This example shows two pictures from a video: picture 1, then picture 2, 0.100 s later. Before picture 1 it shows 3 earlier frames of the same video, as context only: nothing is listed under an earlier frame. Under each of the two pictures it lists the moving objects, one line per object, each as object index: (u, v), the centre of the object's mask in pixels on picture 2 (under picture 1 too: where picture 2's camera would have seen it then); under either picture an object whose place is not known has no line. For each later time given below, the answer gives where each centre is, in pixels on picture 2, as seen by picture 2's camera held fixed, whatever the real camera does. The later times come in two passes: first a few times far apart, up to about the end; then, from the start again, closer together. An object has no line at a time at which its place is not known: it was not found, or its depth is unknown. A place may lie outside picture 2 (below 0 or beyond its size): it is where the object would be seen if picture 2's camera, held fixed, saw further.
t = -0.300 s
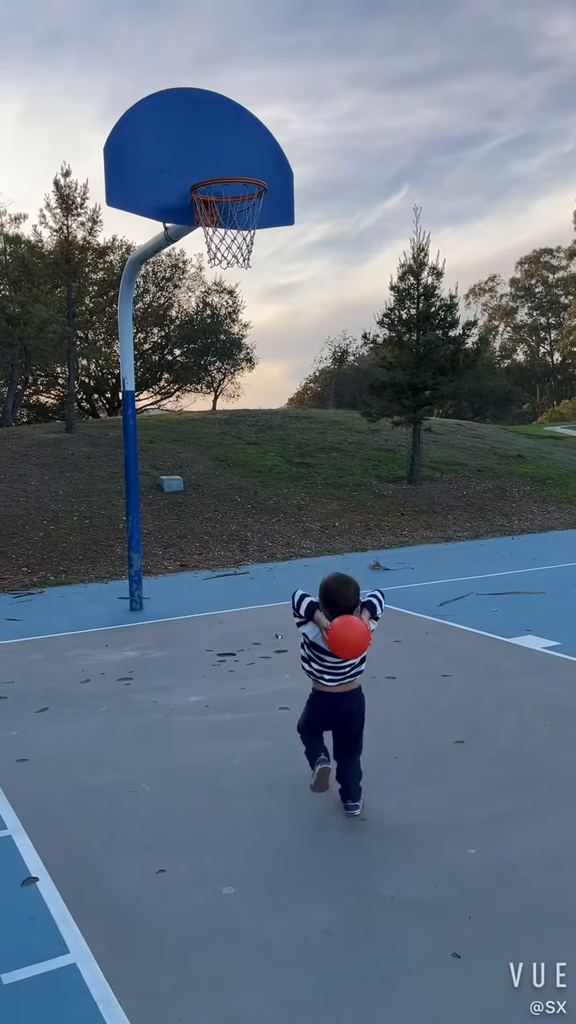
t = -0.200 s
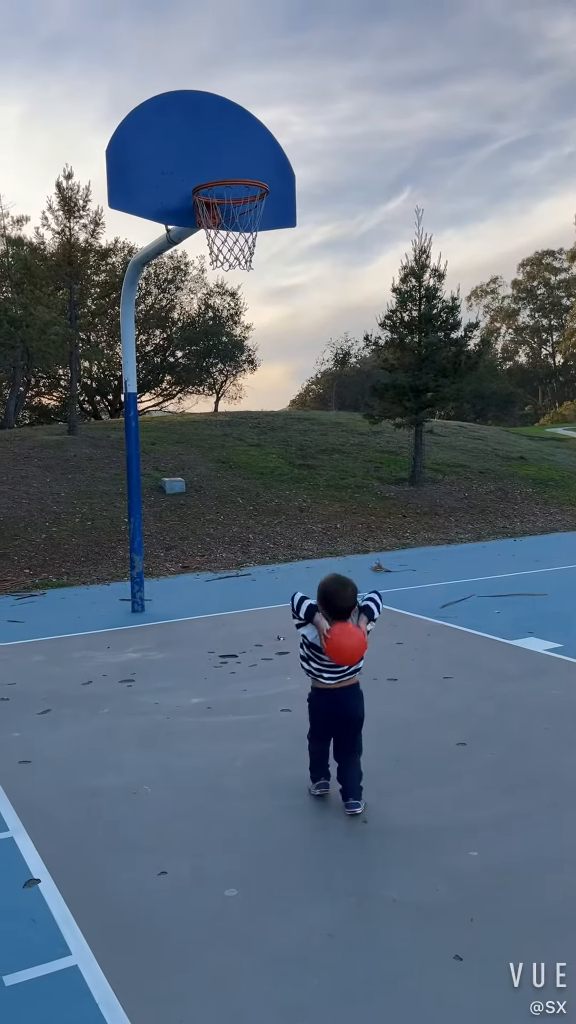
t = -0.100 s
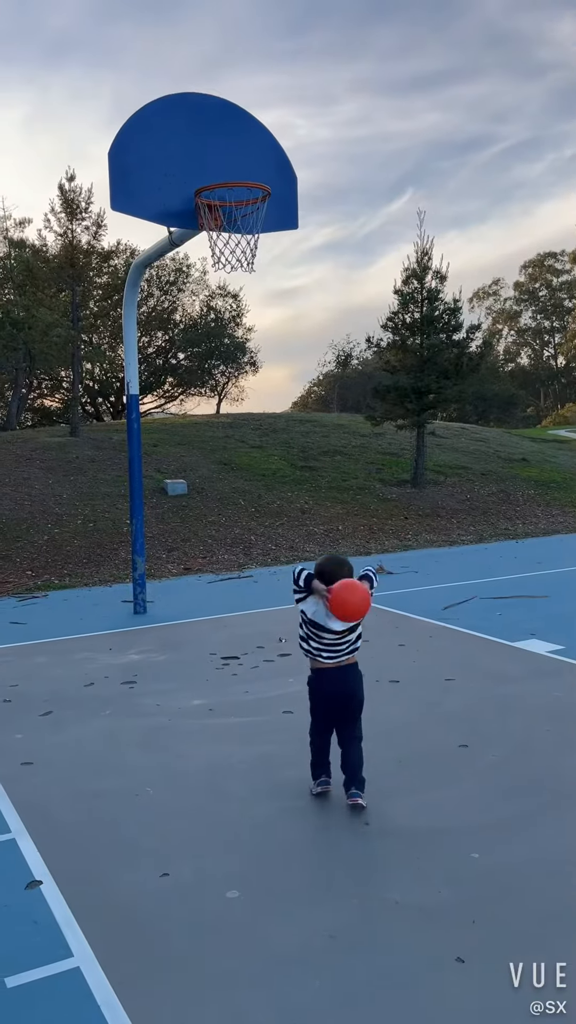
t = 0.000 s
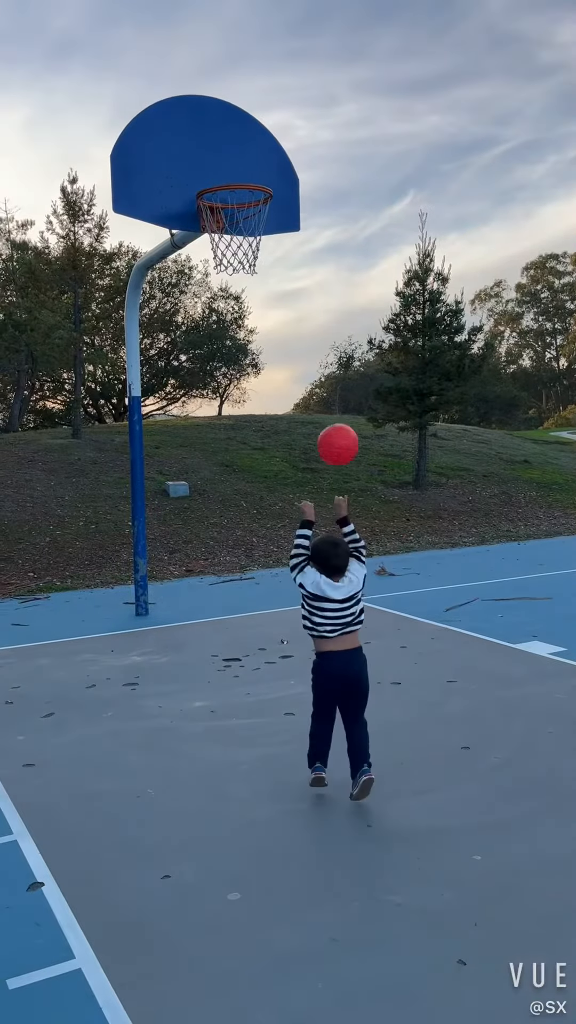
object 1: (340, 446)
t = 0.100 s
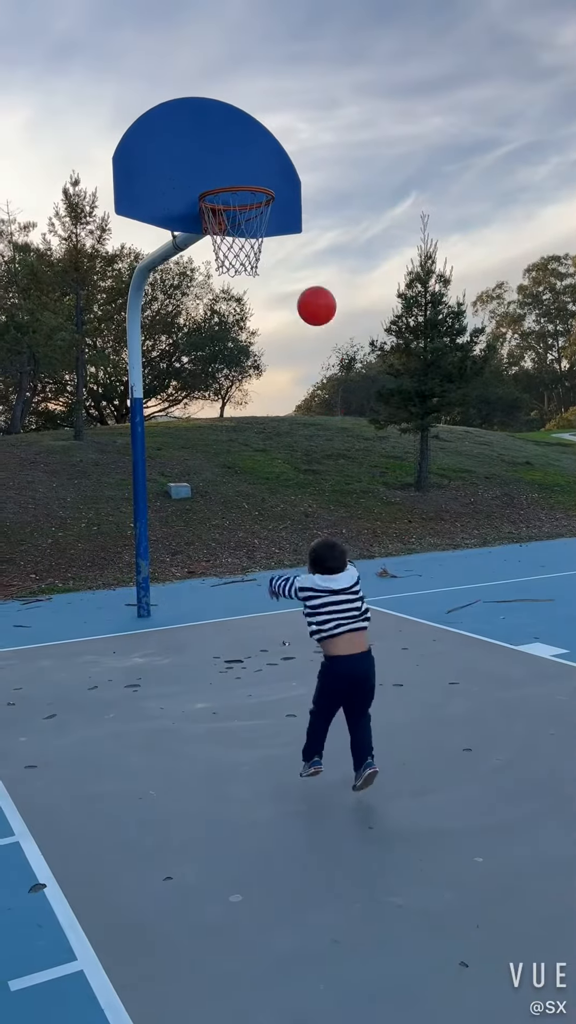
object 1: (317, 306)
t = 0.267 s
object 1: (281, 162)
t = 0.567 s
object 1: (240, 98)
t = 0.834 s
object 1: (216, 176)
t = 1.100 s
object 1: (238, 248)
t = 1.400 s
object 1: (256, 280)
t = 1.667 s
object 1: (259, 394)
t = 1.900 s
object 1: (267, 582)
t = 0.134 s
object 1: (309, 269)
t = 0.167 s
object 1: (301, 237)
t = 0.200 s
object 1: (294, 208)
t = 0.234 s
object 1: (287, 183)
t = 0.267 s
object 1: (281, 162)
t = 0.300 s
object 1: (275, 143)
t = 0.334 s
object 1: (270, 128)
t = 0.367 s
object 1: (265, 116)
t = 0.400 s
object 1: (260, 107)
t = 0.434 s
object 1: (256, 100)
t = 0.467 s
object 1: (251, 96)
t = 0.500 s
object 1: (247, 95)
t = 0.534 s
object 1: (243, 95)
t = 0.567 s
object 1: (240, 98)
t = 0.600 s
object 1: (236, 103)
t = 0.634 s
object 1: (232, 108)
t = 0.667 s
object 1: (229, 116)
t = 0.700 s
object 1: (226, 125)
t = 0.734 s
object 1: (223, 136)
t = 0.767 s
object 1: (220, 148)
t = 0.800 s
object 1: (218, 161)
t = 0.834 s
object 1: (216, 176)
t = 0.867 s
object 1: (215, 188)
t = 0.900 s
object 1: (220, 202)
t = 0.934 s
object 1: (220, 214)
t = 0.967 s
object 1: (222, 226)
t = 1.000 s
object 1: (227, 236)
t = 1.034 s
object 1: (230, 241)
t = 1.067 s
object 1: (234, 246)
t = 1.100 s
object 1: (238, 248)
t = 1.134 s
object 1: (243, 254)
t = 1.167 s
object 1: (246, 258)
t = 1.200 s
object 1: (250, 260)
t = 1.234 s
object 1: (251, 261)
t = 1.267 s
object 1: (253, 263)
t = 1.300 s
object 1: (255, 265)
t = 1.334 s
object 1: (255, 269)
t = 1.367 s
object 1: (256, 273)
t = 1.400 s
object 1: (256, 280)
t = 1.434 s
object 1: (256, 287)
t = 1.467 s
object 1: (257, 297)
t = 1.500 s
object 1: (257, 309)
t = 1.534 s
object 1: (257, 322)
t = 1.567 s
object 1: (258, 337)
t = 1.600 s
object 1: (258, 355)
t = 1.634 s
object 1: (259, 374)
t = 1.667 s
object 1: (259, 394)
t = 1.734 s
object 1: (261, 440)
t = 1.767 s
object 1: (262, 466)
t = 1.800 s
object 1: (263, 492)
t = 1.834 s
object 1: (265, 520)
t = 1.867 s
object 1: (266, 551)
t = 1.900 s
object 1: (267, 582)
